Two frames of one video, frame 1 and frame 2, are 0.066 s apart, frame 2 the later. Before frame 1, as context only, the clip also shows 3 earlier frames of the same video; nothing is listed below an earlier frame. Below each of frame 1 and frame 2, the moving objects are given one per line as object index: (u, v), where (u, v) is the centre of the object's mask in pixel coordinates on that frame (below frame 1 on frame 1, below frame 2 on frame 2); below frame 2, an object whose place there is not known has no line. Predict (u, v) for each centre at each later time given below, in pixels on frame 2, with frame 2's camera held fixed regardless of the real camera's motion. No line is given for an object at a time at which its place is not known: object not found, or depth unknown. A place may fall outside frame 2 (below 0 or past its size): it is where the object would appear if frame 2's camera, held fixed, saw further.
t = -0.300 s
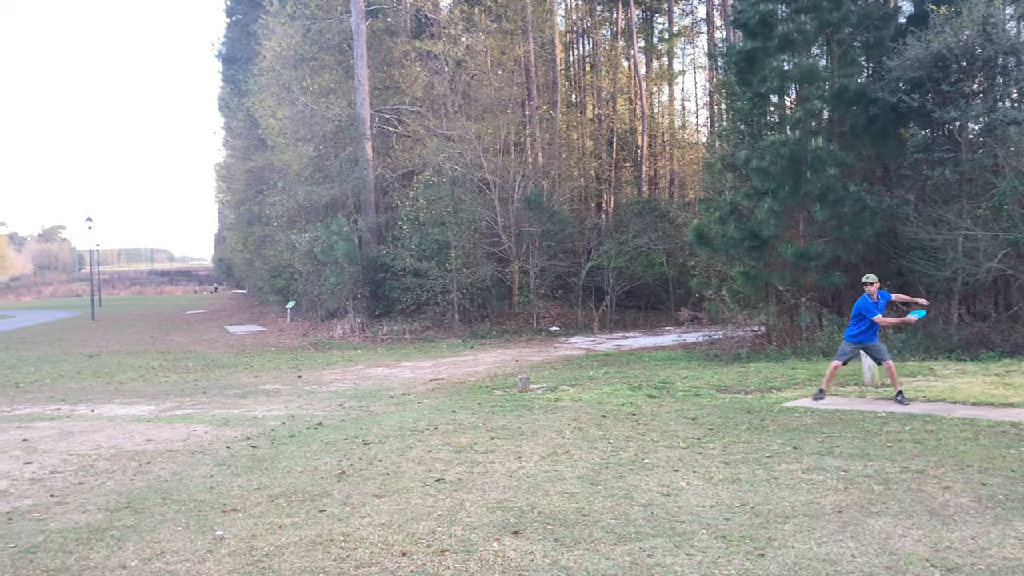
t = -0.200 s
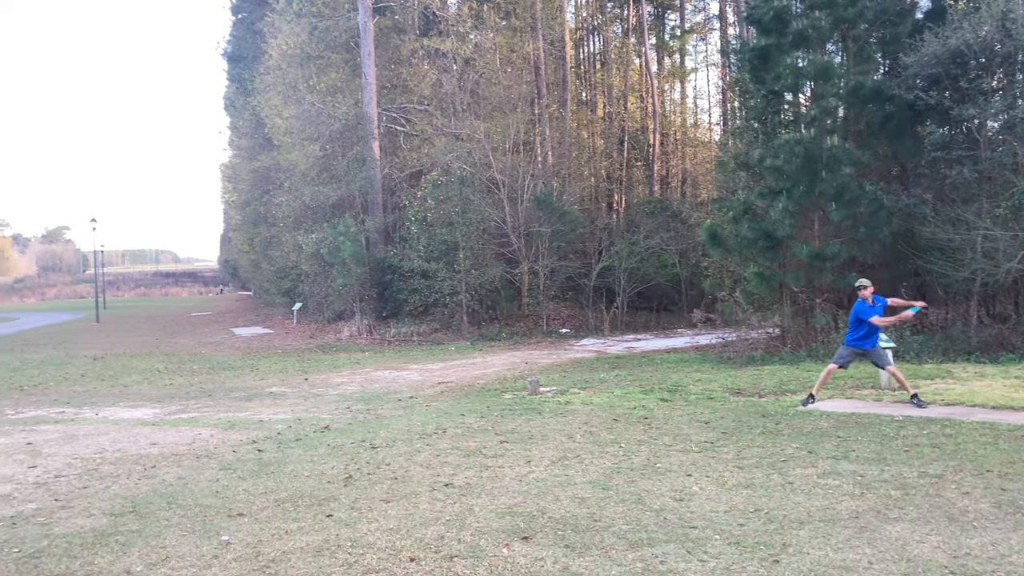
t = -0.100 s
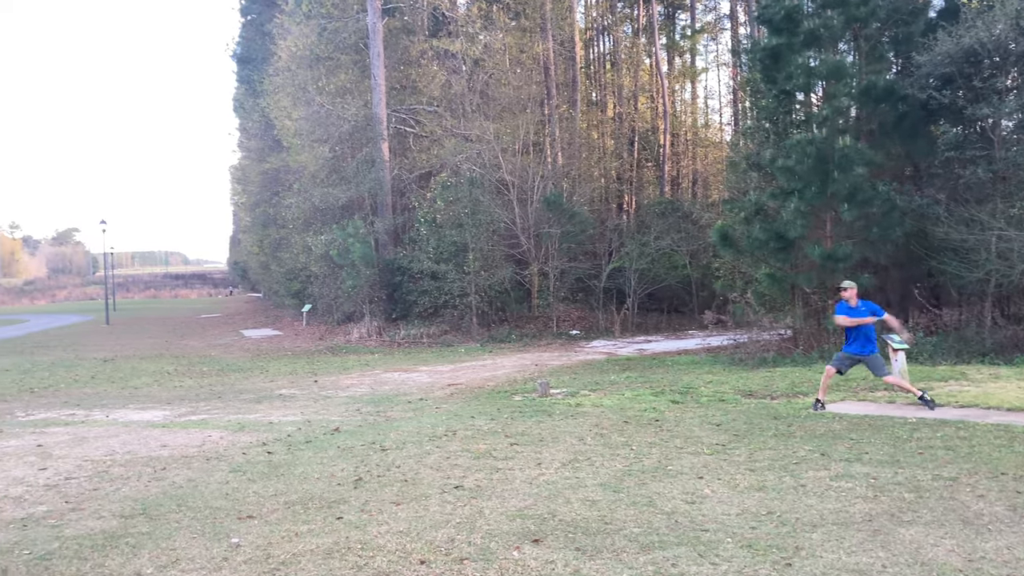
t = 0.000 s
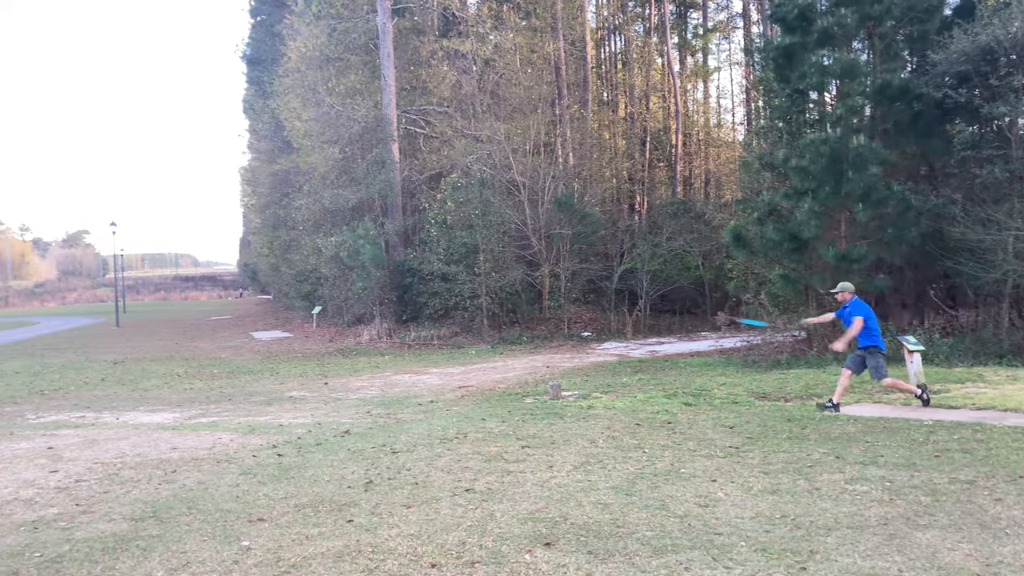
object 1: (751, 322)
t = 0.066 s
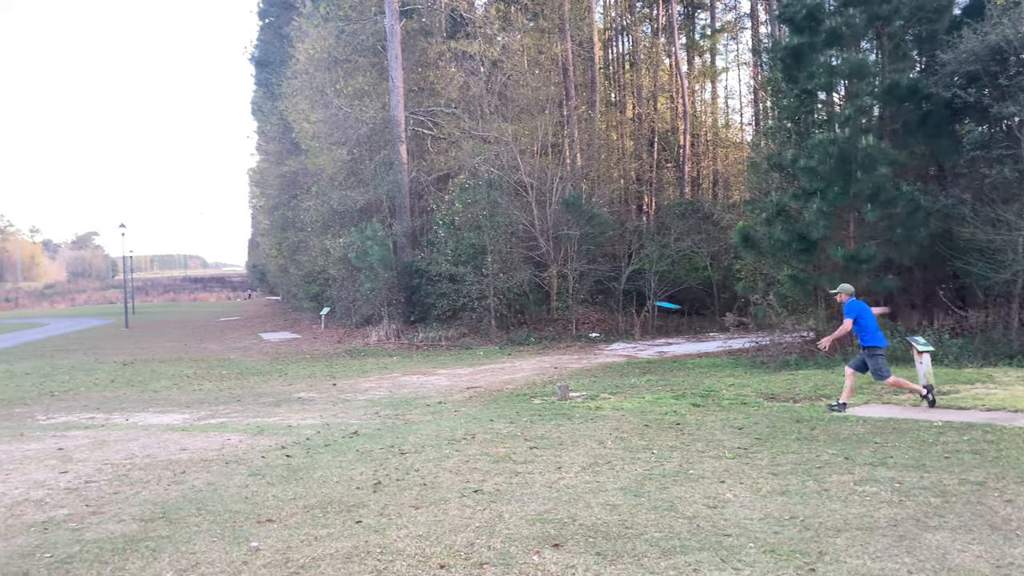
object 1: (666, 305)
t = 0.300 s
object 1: (456, 253)
